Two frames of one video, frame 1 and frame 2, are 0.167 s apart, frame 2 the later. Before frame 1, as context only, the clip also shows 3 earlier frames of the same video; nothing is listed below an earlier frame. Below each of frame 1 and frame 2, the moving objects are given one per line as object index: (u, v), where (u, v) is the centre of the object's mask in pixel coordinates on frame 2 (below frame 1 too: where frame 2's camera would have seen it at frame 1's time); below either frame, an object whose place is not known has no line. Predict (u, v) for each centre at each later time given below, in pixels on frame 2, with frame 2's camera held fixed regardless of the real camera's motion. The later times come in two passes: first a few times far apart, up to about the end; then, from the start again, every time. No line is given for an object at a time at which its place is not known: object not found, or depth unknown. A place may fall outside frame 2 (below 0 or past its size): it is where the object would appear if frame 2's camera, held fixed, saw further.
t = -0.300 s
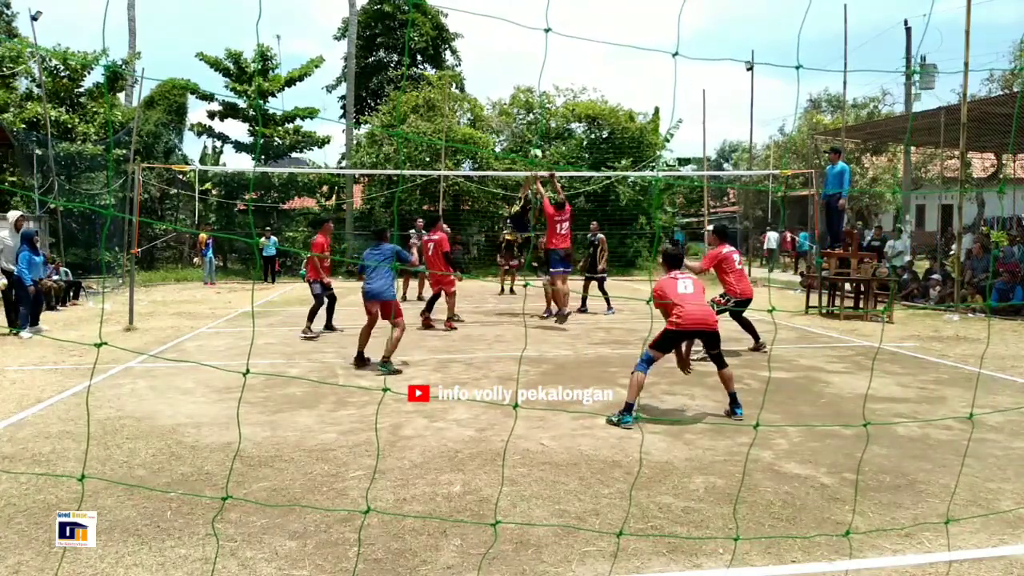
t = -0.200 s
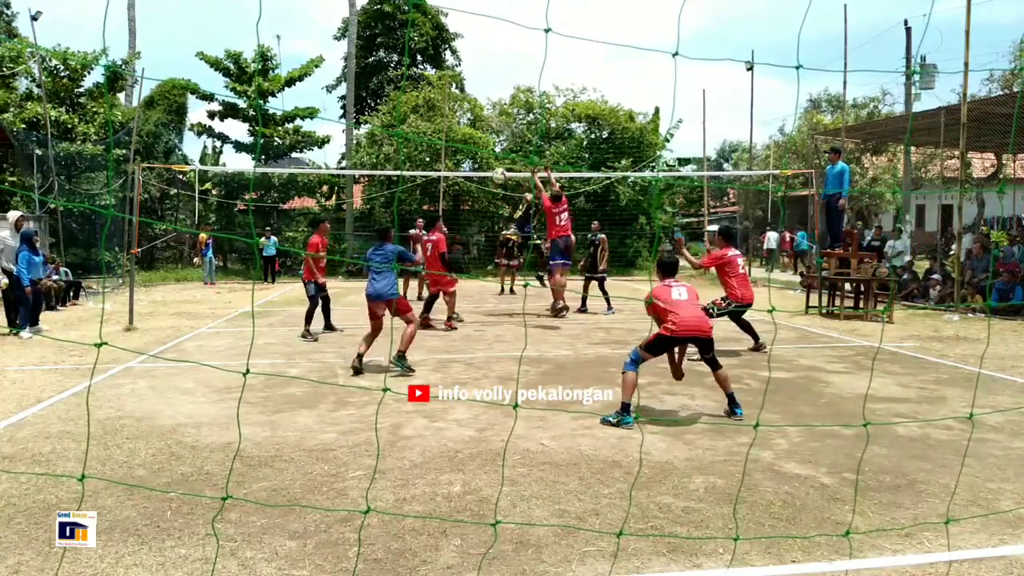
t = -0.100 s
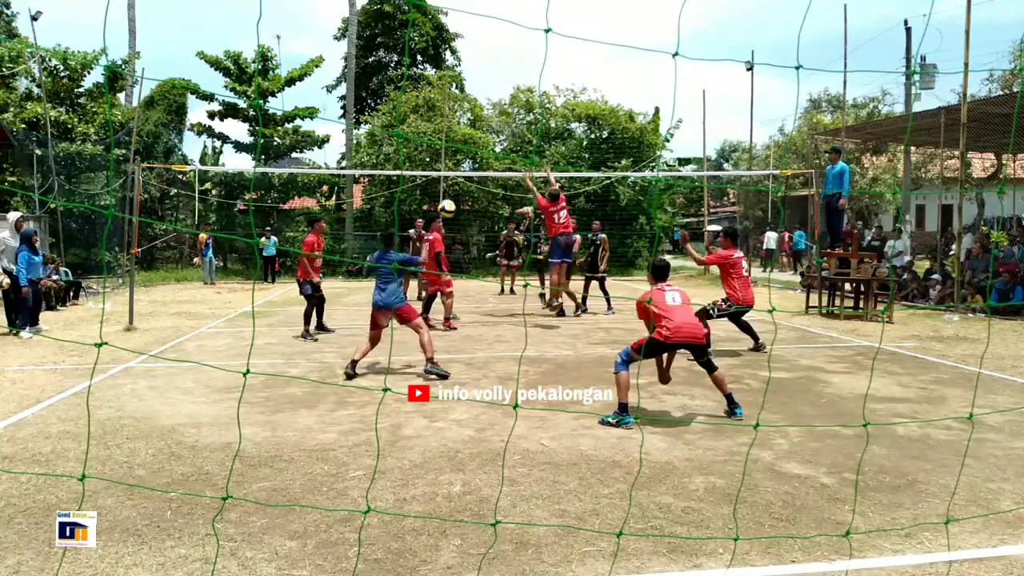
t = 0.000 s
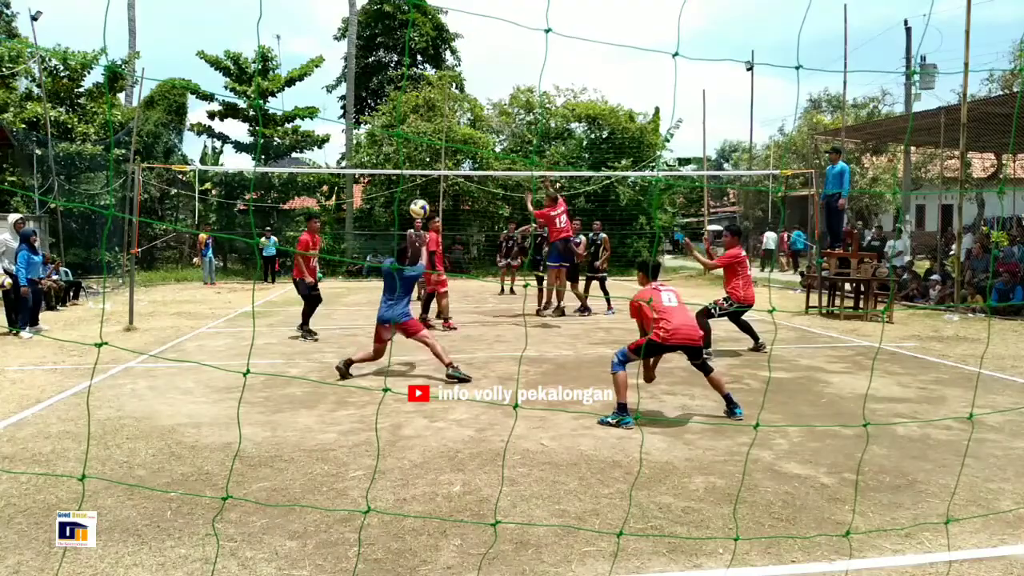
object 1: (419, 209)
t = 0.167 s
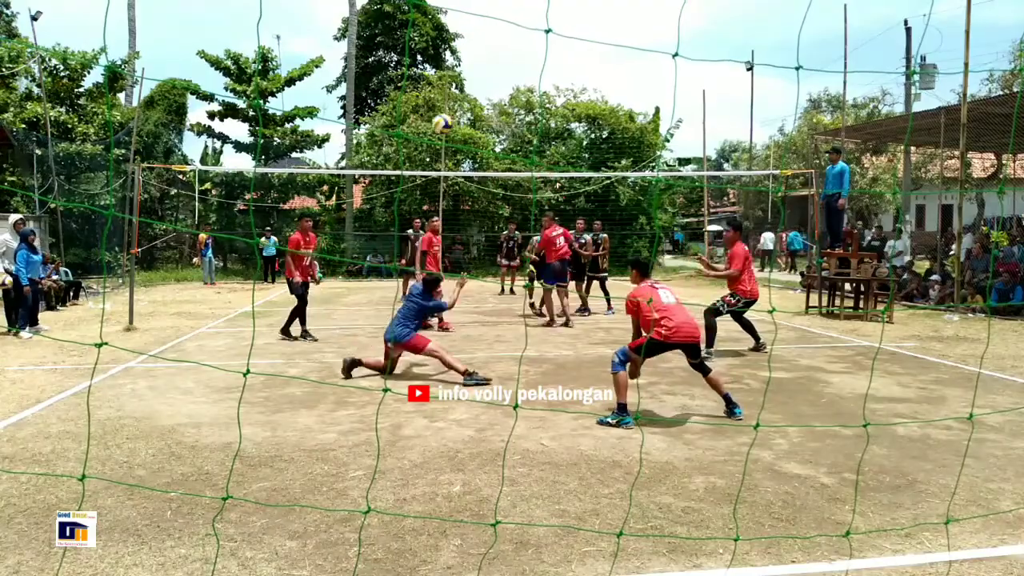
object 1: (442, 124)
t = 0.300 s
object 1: (463, 72)
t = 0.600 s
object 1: (514, 10)
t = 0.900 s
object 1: (567, 42)
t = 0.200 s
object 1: (446, 108)
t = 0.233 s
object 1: (452, 95)
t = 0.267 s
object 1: (458, 84)
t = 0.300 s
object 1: (463, 72)
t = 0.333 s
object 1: (469, 61)
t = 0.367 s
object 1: (473, 51)
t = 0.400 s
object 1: (479, 42)
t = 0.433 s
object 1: (485, 35)
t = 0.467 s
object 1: (490, 28)
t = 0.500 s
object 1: (495, 22)
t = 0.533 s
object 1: (502, 17)
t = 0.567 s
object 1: (508, 14)
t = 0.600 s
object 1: (514, 10)
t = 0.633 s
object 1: (519, 10)
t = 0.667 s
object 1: (525, 9)
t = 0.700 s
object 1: (531, 11)
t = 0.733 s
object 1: (537, 11)
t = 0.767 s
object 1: (542, 16)
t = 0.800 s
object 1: (549, 20)
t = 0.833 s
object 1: (555, 27)
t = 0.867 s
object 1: (561, 34)
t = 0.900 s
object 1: (567, 42)
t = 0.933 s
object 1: (573, 52)
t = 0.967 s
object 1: (579, 62)
